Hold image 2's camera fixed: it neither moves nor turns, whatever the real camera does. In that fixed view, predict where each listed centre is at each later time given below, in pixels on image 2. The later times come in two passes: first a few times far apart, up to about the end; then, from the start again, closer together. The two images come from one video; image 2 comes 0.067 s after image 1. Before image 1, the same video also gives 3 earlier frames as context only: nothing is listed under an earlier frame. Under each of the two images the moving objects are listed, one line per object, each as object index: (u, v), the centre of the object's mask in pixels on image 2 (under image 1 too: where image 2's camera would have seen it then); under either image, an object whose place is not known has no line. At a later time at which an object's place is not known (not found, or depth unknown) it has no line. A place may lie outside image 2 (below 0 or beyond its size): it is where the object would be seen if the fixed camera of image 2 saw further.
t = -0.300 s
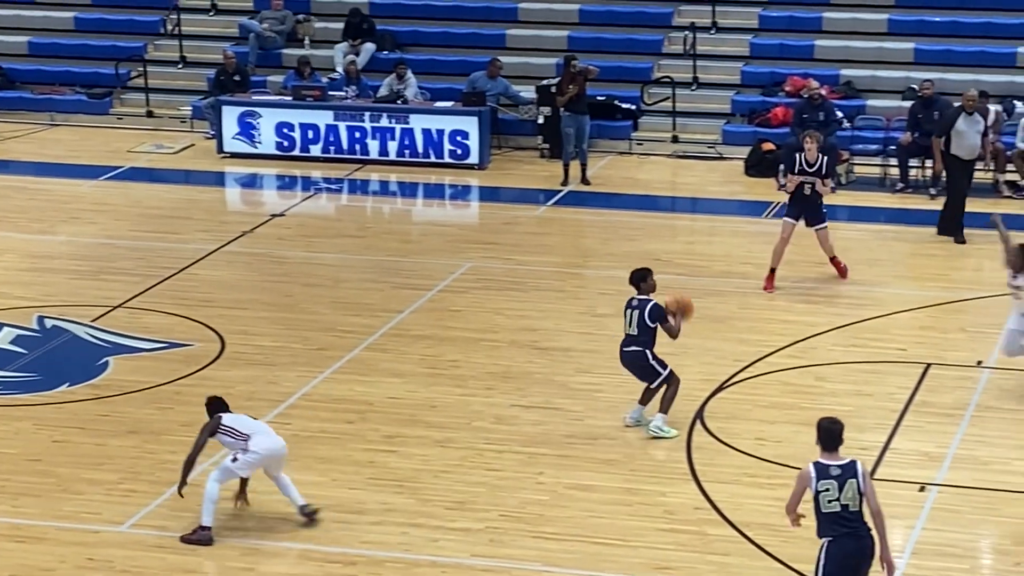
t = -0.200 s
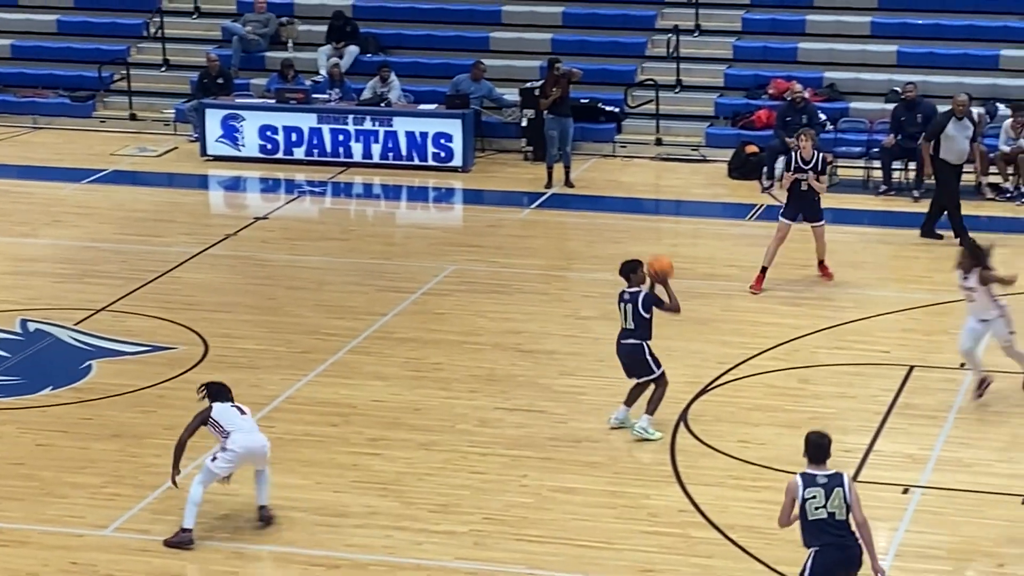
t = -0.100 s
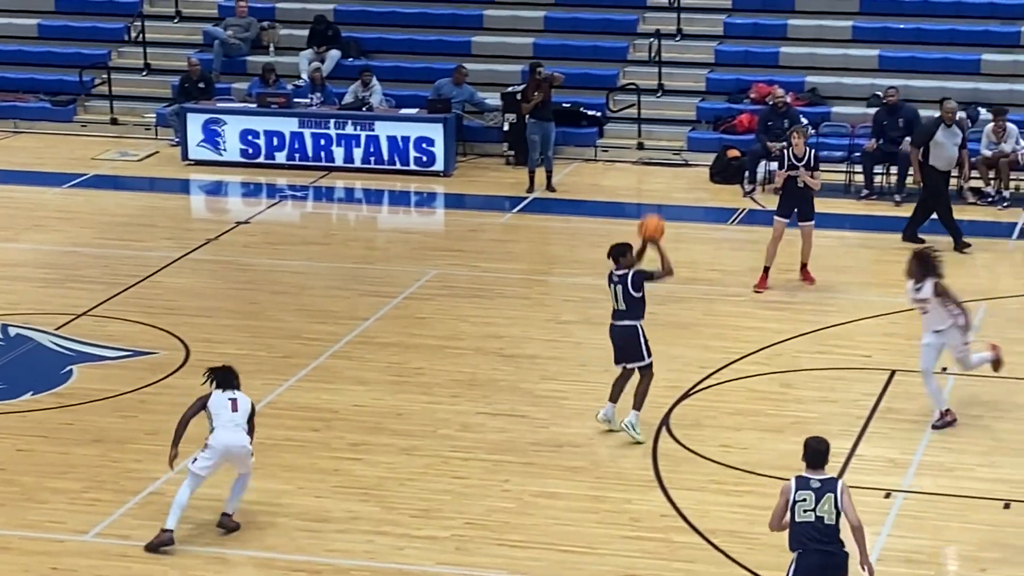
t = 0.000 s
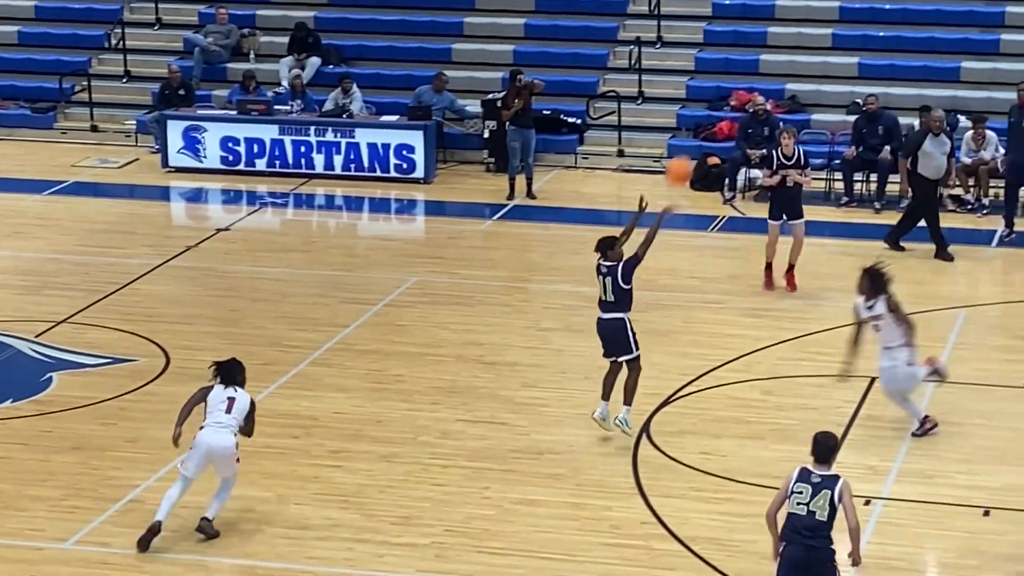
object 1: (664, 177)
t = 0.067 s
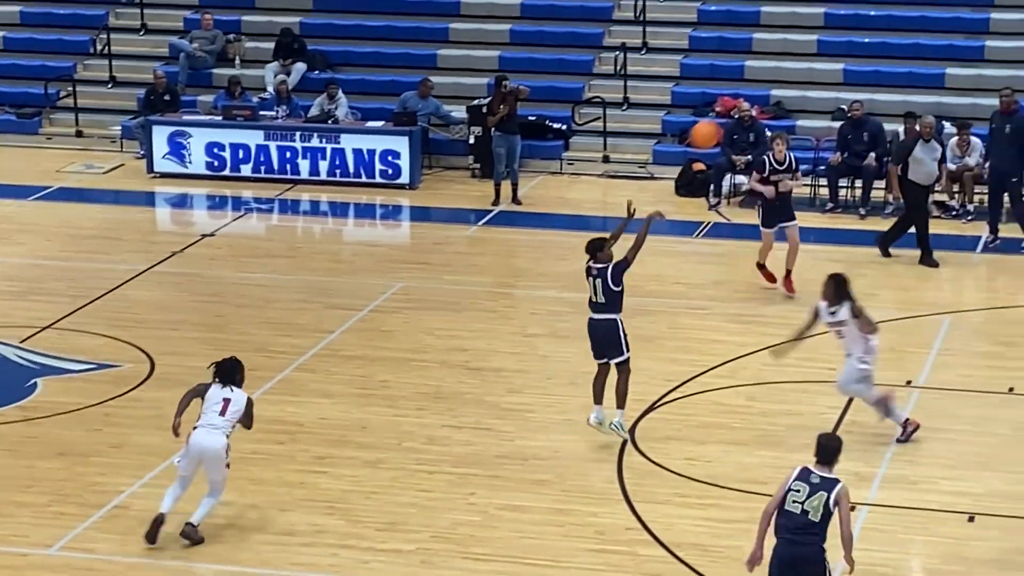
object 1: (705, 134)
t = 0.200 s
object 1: (789, 62)
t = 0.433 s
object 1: (938, -22)
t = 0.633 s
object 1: (1067, -45)
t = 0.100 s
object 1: (727, 113)
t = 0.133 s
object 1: (747, 97)
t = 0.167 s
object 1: (767, 78)
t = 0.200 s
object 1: (789, 62)
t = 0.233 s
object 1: (810, 45)
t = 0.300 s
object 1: (854, 18)
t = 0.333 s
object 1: (875, 6)
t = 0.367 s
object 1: (897, -5)
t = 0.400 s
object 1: (916, -14)
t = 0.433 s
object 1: (938, -22)
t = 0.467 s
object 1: (959, -29)
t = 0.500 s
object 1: (983, -36)
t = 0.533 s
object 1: (1003, -40)
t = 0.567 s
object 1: (1024, -42)
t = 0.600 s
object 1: (1046, -45)
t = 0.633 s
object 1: (1067, -45)
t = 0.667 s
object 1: (1090, -44)
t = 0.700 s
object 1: (1109, -42)
